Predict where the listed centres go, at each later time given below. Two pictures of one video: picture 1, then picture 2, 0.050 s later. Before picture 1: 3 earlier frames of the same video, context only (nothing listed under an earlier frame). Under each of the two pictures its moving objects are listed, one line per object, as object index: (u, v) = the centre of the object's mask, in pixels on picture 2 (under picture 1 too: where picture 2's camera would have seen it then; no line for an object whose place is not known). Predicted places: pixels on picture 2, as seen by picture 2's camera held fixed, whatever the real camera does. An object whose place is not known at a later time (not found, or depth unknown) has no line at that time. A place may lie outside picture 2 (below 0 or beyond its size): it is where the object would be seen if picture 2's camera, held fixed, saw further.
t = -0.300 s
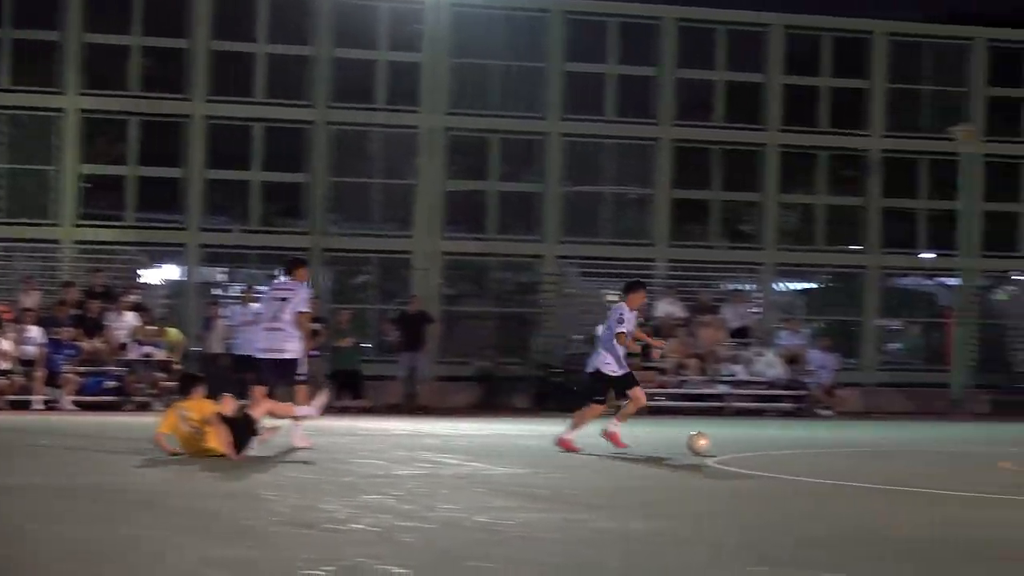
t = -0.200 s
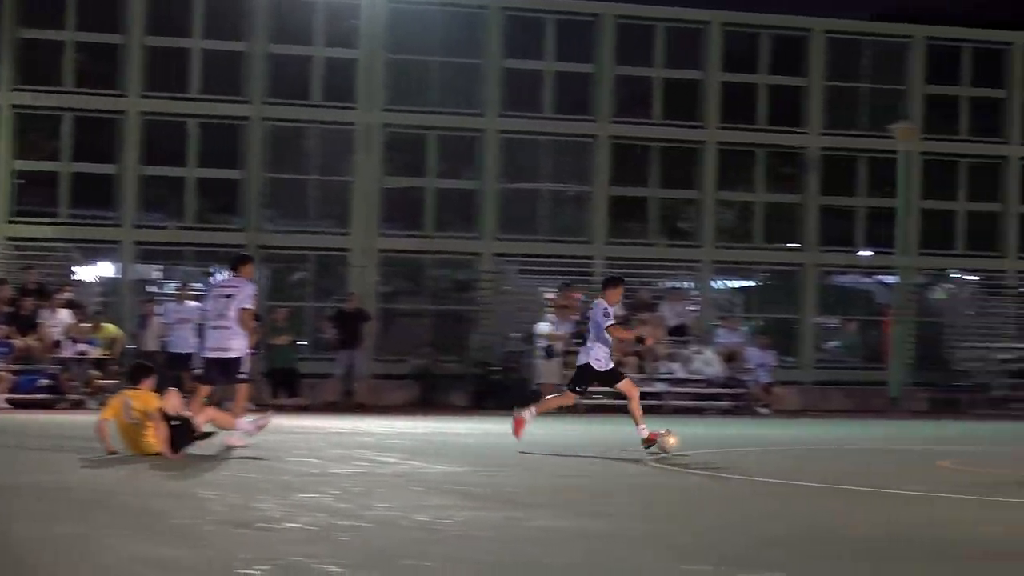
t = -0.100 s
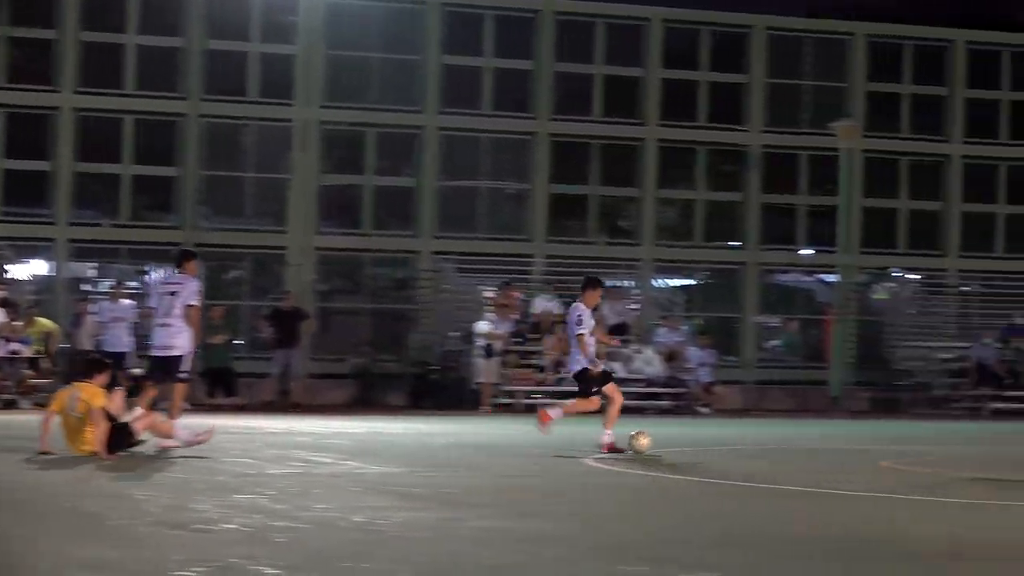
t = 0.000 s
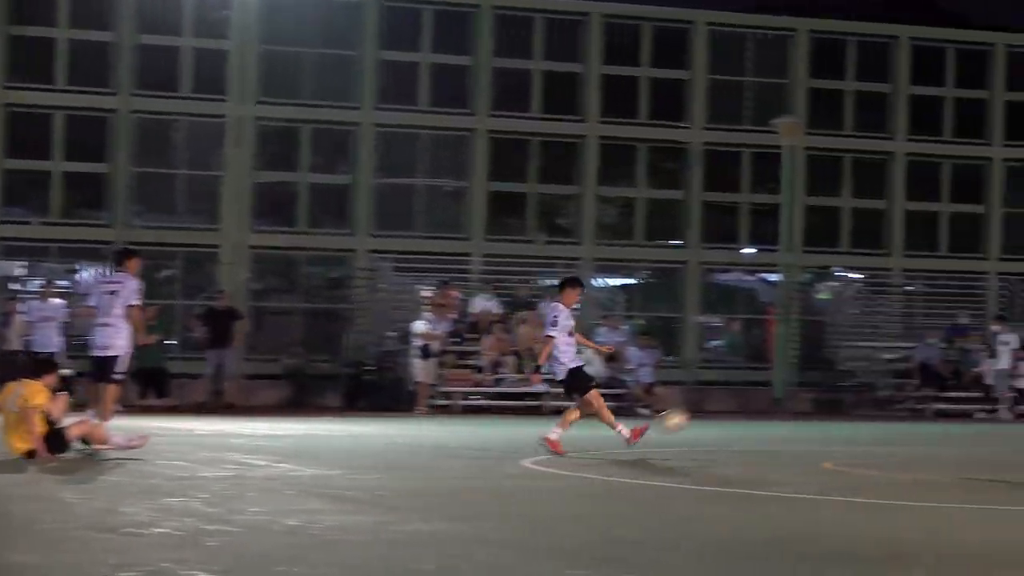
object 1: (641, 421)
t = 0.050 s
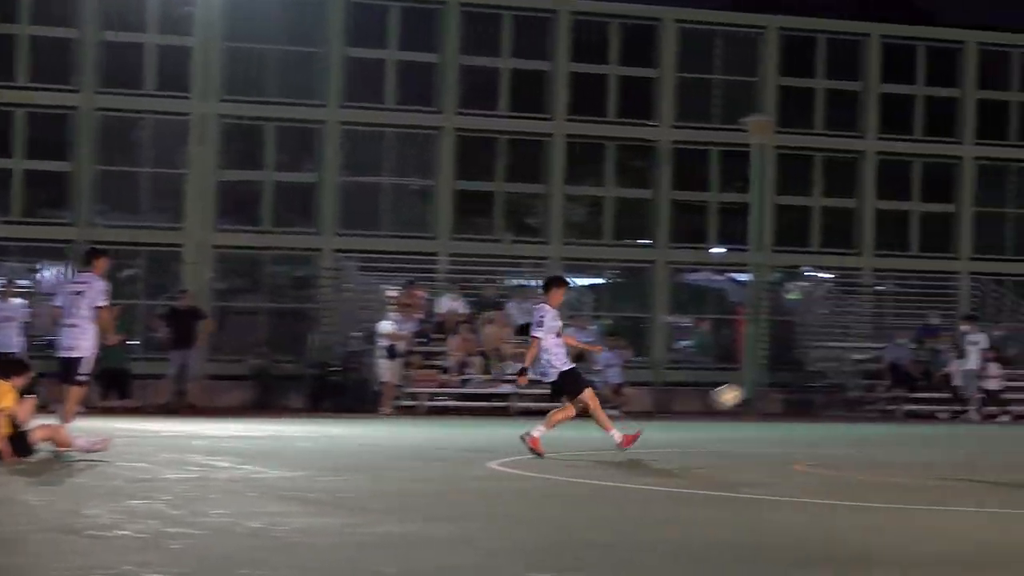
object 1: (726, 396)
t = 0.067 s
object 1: (755, 388)
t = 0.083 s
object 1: (785, 379)
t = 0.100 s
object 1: (811, 372)
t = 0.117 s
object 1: (839, 365)
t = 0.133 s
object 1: (867, 358)
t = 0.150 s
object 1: (893, 352)
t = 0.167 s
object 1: (921, 344)
